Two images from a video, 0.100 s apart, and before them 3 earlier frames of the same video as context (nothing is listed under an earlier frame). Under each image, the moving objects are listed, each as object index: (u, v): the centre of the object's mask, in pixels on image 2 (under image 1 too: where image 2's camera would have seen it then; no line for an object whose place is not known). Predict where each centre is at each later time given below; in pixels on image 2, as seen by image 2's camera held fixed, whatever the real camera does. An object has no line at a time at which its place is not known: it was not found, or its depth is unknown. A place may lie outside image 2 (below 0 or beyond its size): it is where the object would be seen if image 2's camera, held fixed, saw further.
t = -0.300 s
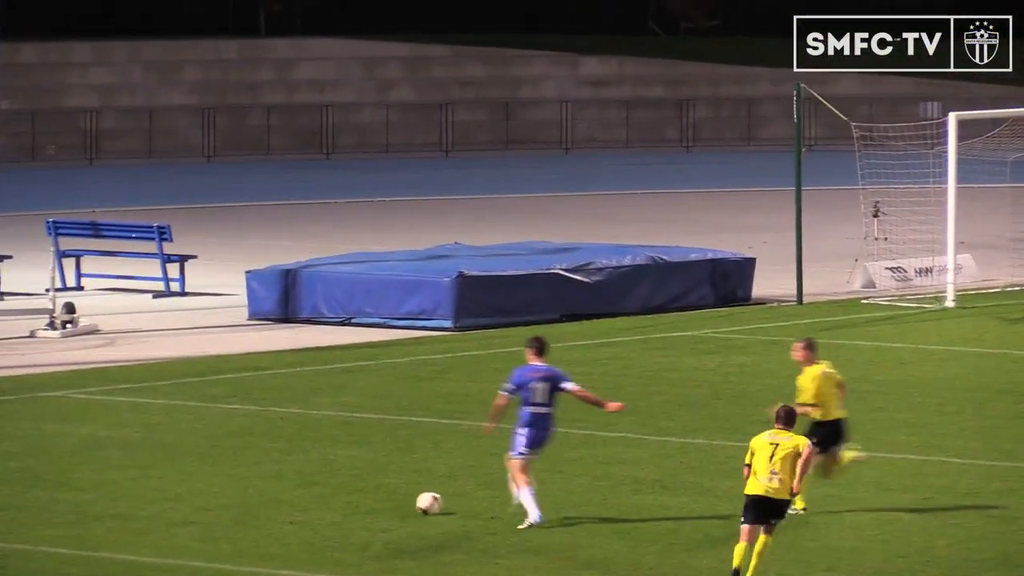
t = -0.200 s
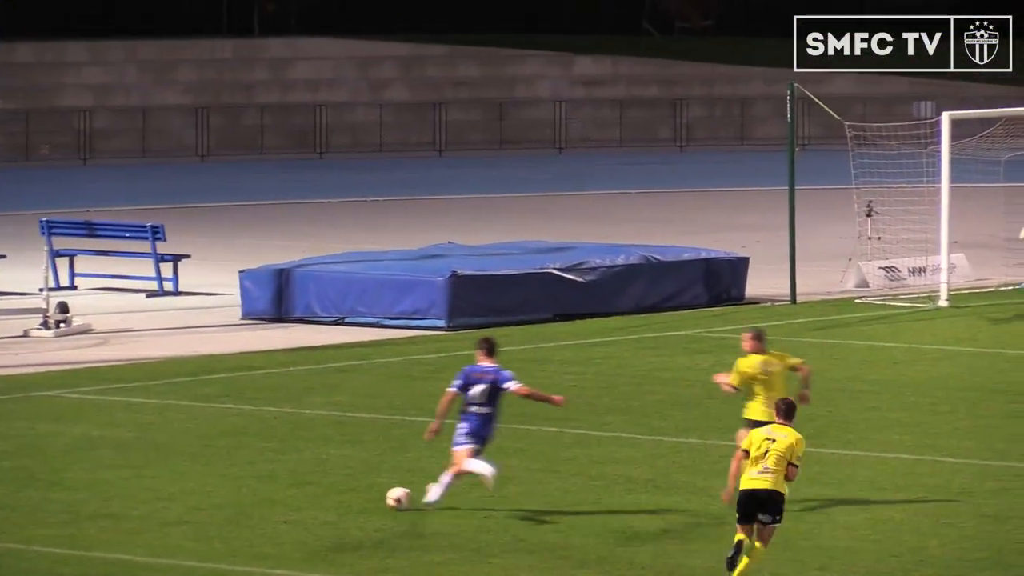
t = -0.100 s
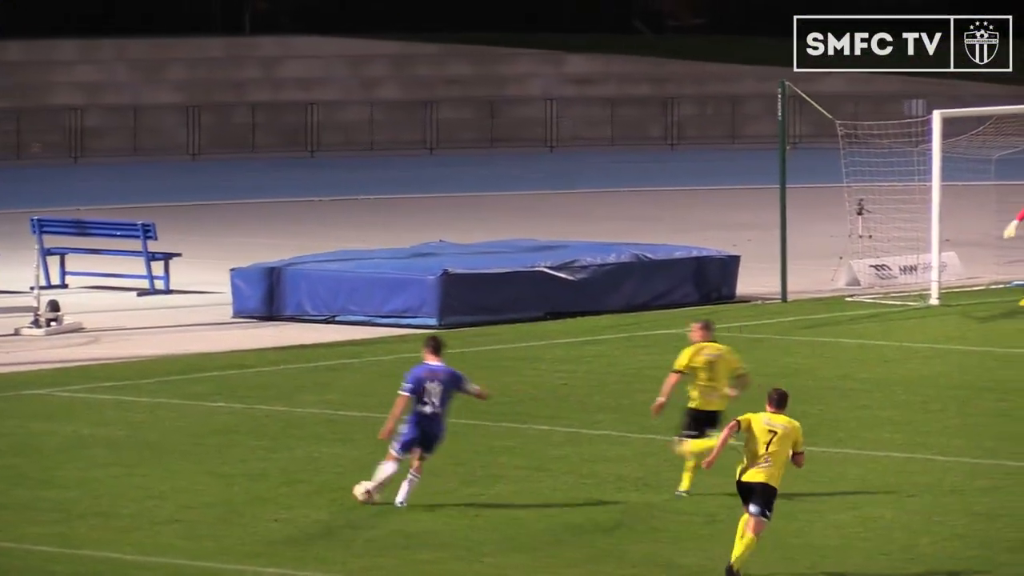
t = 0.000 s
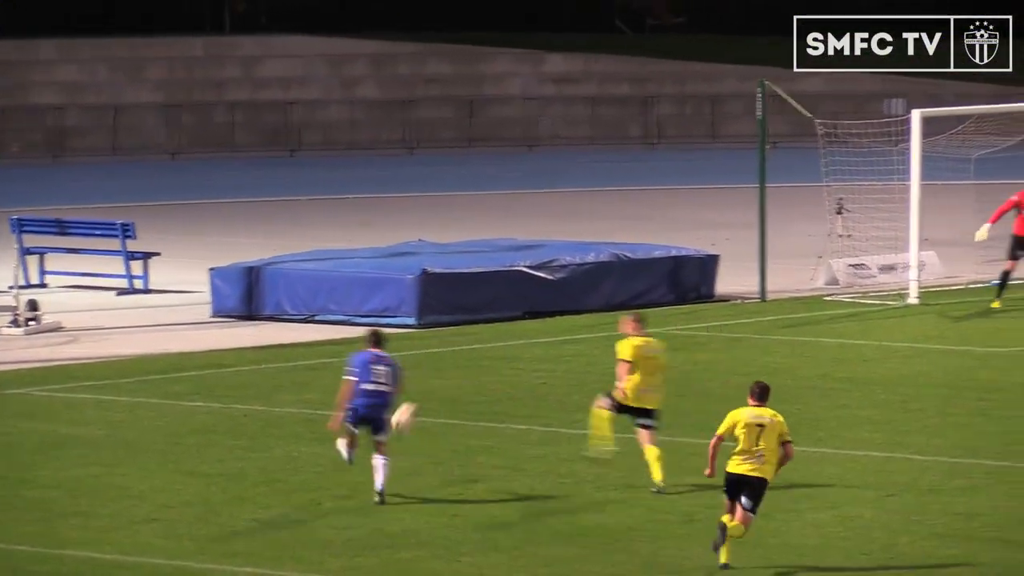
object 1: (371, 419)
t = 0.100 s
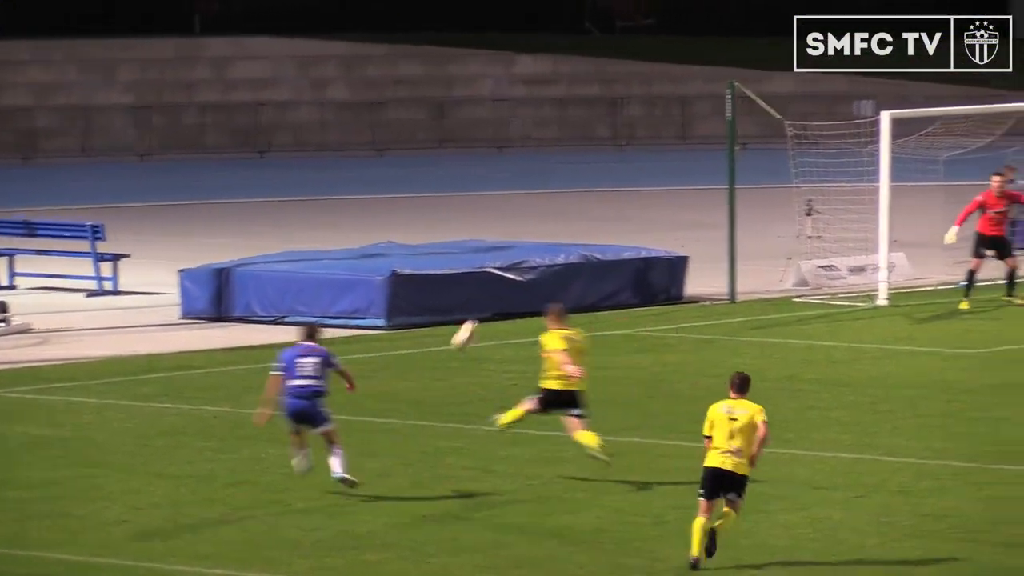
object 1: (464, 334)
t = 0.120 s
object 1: (485, 319)
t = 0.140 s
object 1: (504, 305)
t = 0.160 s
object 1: (522, 291)
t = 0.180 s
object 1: (538, 278)
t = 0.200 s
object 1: (555, 265)
